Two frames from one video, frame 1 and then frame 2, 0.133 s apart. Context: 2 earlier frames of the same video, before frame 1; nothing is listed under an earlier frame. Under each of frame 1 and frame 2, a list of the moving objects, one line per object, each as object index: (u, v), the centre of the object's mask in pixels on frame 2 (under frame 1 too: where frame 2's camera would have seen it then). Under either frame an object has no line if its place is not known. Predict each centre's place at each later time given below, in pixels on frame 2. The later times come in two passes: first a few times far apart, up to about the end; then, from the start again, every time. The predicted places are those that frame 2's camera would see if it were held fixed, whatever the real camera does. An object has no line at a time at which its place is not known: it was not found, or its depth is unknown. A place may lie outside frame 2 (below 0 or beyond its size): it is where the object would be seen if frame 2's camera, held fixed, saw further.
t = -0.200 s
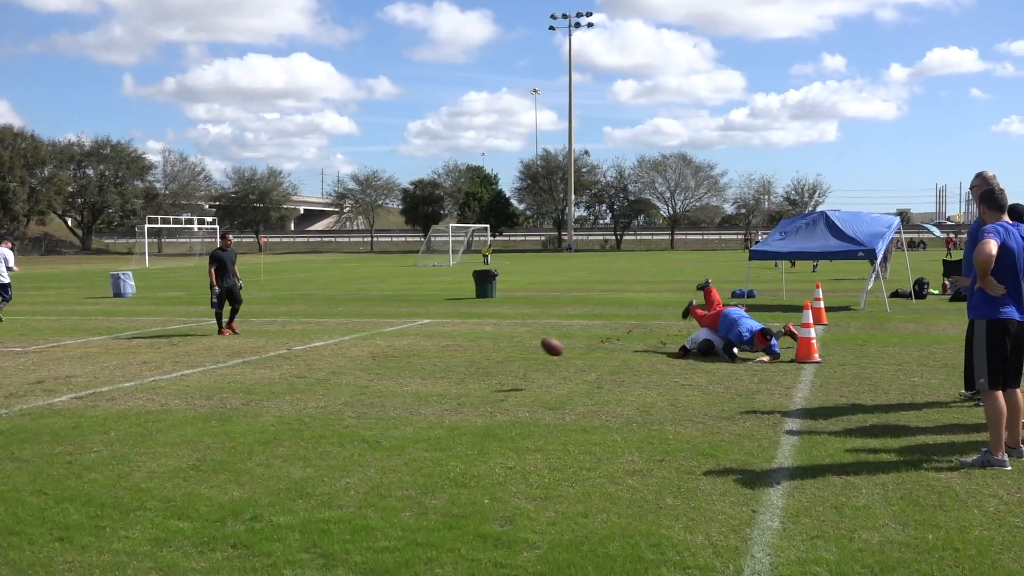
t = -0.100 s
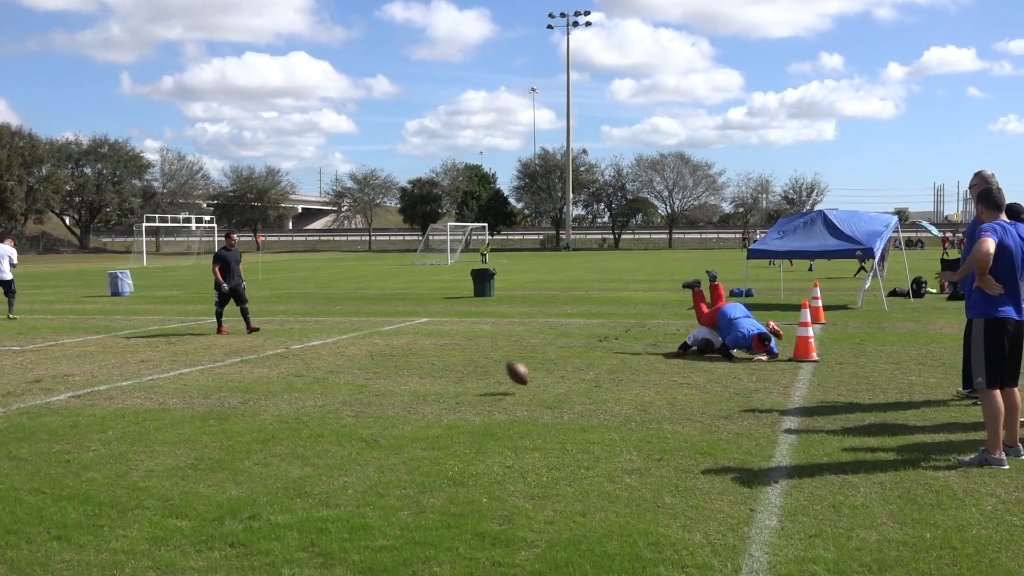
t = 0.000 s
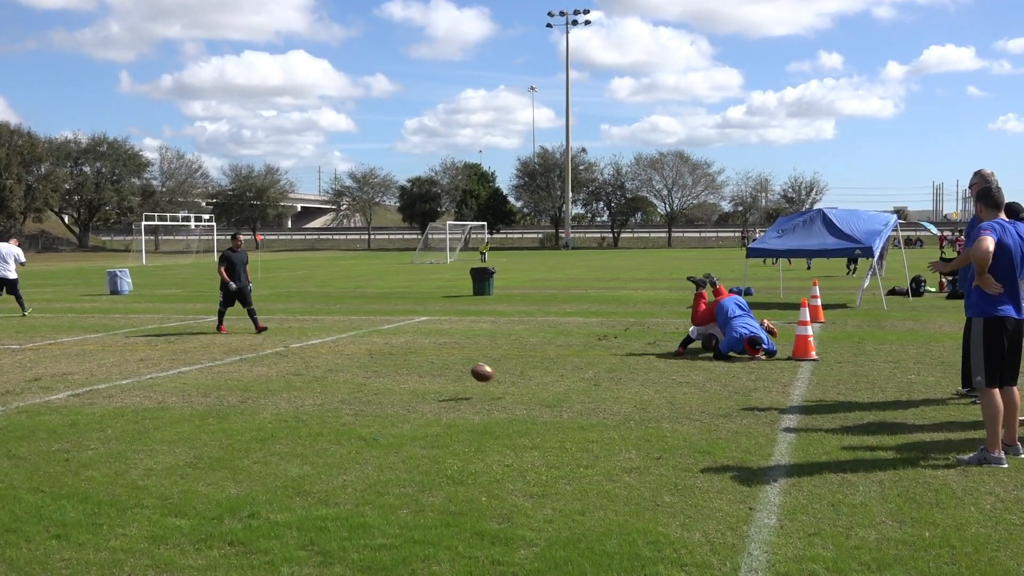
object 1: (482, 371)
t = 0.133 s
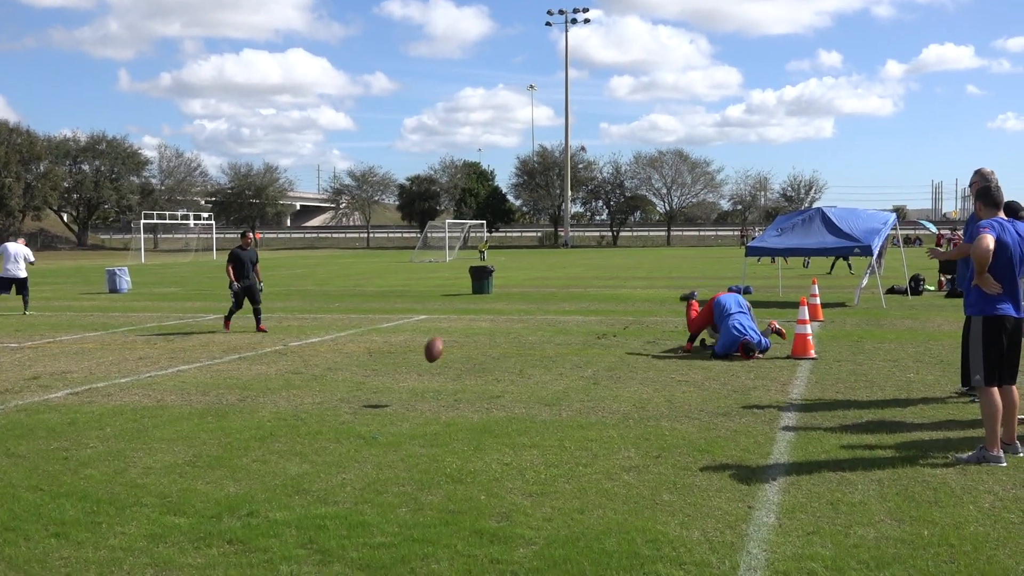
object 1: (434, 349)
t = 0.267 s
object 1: (384, 346)
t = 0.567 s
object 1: (260, 414)
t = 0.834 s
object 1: (147, 400)
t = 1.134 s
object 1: (57, 407)
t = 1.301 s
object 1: (12, 418)
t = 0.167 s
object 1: (422, 347)
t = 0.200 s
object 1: (409, 345)
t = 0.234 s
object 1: (397, 345)
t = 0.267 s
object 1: (384, 346)
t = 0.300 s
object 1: (370, 349)
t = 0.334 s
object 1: (358, 353)
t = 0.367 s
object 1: (344, 358)
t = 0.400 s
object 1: (331, 365)
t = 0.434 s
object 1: (317, 373)
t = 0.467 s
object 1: (303, 382)
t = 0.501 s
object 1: (288, 394)
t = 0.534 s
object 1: (274, 408)
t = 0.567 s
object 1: (260, 414)
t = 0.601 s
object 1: (243, 413)
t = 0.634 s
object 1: (226, 415)
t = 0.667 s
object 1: (210, 418)
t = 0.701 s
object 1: (193, 421)
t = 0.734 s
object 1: (179, 422)
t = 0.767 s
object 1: (168, 414)
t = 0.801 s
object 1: (157, 406)
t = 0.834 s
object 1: (147, 400)
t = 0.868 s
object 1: (136, 395)
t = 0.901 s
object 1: (126, 392)
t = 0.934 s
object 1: (117, 389)
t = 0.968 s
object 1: (107, 389)
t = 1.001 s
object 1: (97, 390)
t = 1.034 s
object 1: (87, 392)
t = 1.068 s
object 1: (77, 396)
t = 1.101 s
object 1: (67, 401)
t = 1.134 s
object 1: (57, 407)
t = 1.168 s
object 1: (48, 415)
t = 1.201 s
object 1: (38, 425)
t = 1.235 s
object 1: (28, 428)
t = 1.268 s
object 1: (19, 423)
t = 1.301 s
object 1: (12, 418)
